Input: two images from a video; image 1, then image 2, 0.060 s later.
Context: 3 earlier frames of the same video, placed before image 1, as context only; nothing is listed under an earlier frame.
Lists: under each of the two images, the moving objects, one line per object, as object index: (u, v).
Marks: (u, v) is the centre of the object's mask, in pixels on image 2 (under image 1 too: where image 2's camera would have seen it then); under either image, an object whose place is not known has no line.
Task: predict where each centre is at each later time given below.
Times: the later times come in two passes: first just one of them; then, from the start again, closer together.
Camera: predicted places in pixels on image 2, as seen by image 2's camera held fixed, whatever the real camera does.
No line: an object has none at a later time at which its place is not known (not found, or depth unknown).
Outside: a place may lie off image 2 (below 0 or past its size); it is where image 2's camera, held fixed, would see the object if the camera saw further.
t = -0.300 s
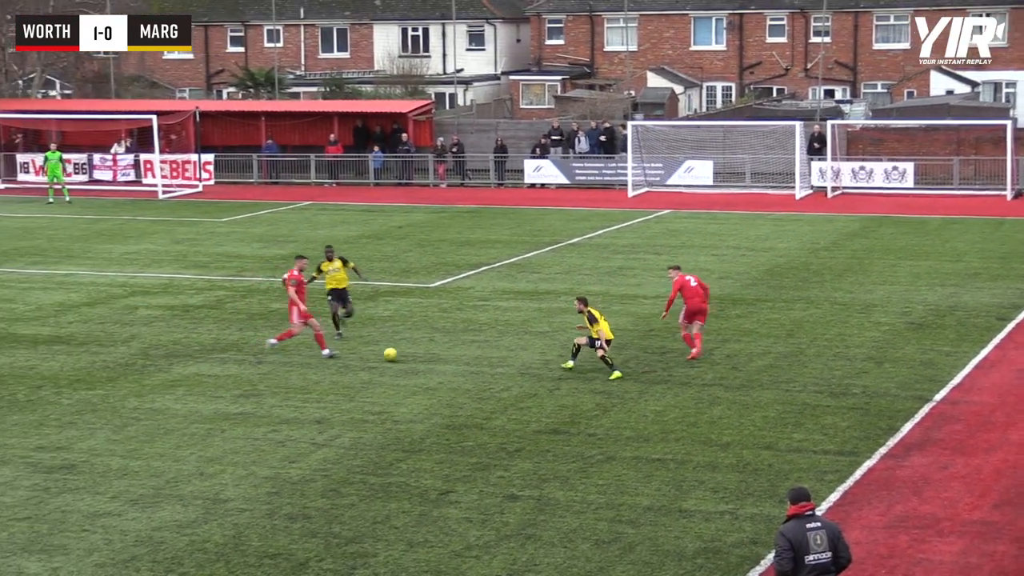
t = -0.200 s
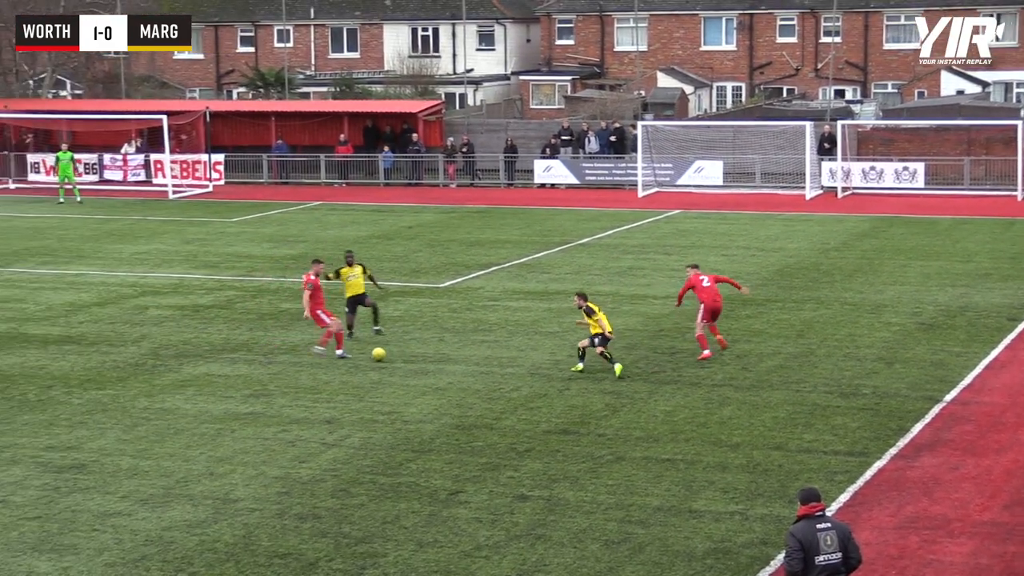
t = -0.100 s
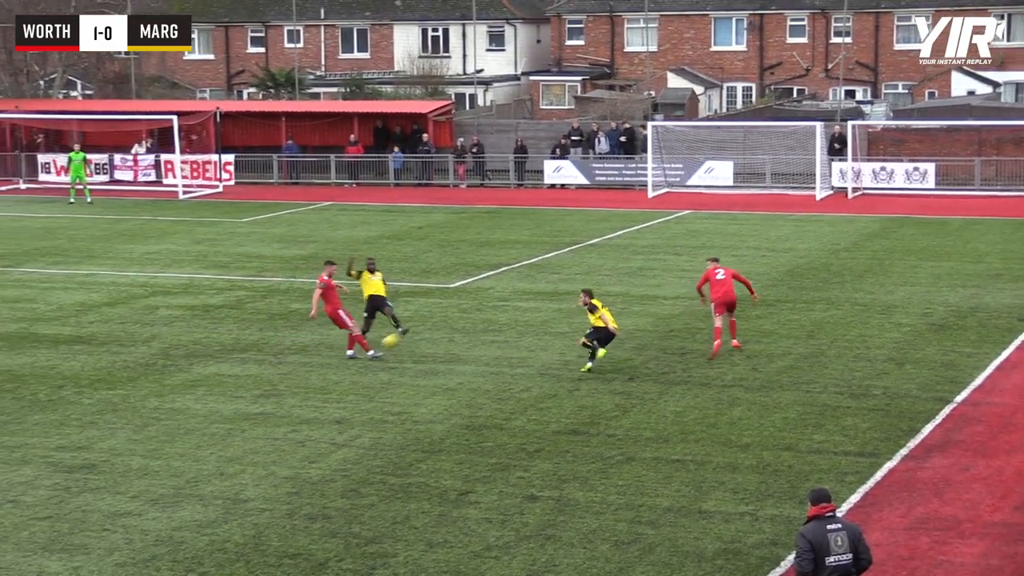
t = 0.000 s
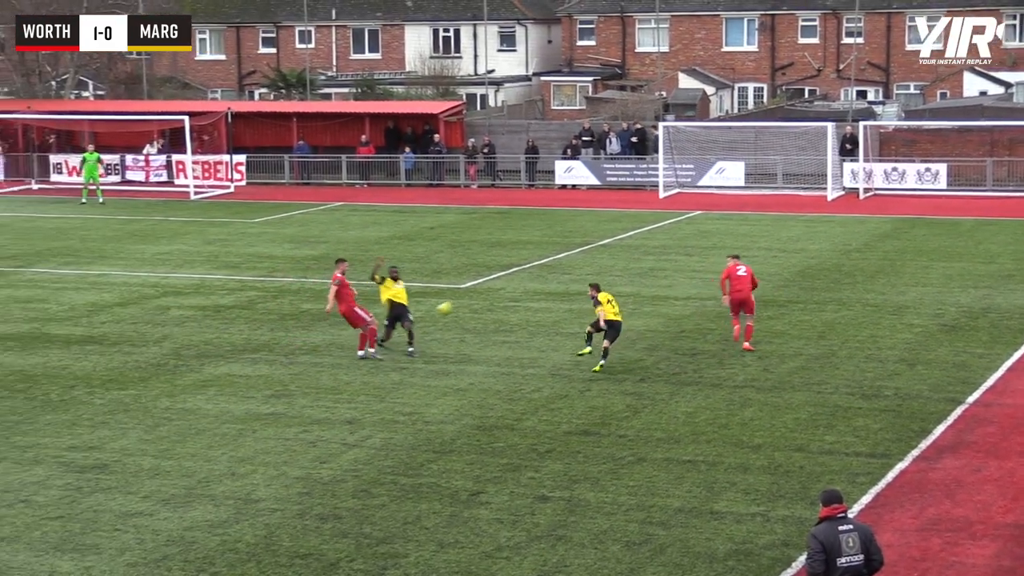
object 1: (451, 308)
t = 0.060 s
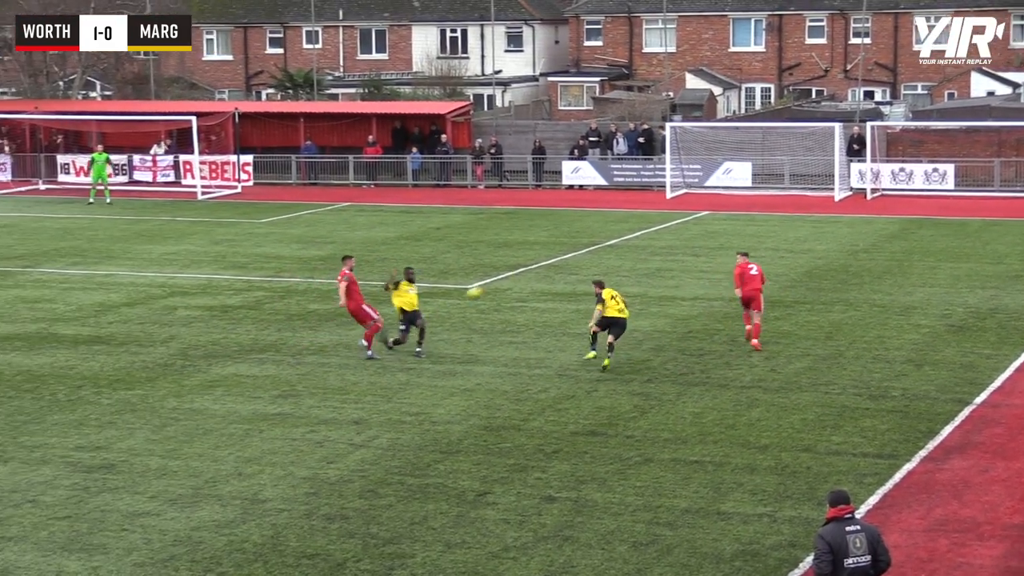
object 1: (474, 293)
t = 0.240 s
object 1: (541, 260)
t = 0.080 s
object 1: (482, 288)
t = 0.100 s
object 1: (490, 284)
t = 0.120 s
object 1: (498, 279)
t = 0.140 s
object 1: (505, 275)
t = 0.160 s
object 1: (512, 272)
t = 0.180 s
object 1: (519, 268)
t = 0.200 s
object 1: (526, 265)
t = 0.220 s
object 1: (533, 262)
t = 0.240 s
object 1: (541, 260)
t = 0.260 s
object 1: (547, 258)
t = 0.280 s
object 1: (553, 256)
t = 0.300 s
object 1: (558, 253)
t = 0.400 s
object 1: (590, 248)
